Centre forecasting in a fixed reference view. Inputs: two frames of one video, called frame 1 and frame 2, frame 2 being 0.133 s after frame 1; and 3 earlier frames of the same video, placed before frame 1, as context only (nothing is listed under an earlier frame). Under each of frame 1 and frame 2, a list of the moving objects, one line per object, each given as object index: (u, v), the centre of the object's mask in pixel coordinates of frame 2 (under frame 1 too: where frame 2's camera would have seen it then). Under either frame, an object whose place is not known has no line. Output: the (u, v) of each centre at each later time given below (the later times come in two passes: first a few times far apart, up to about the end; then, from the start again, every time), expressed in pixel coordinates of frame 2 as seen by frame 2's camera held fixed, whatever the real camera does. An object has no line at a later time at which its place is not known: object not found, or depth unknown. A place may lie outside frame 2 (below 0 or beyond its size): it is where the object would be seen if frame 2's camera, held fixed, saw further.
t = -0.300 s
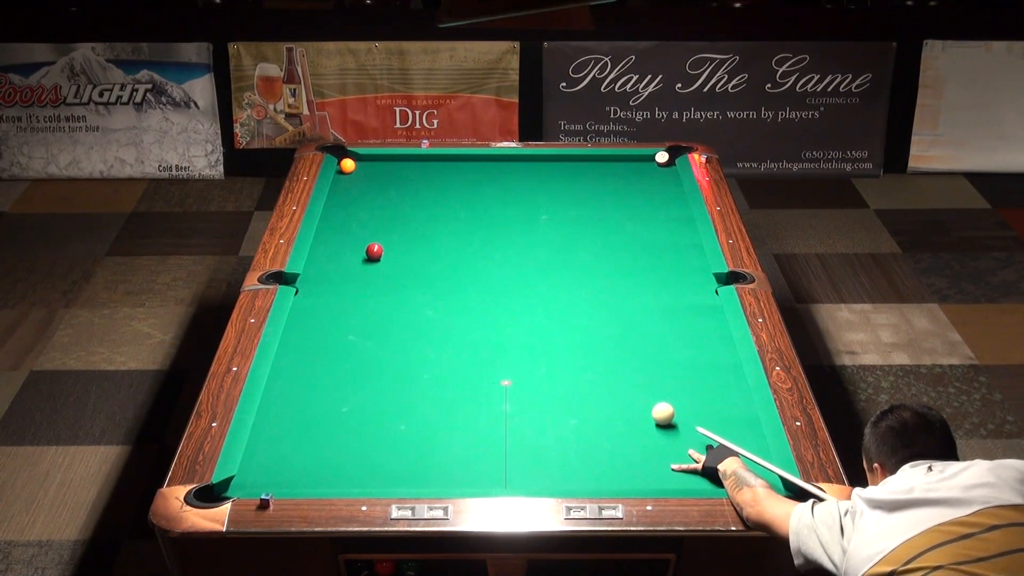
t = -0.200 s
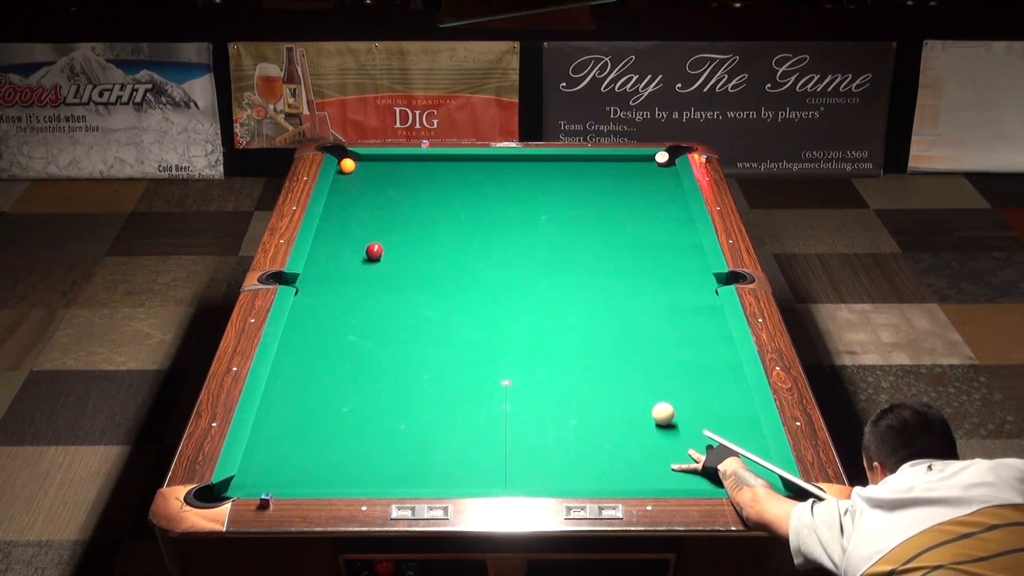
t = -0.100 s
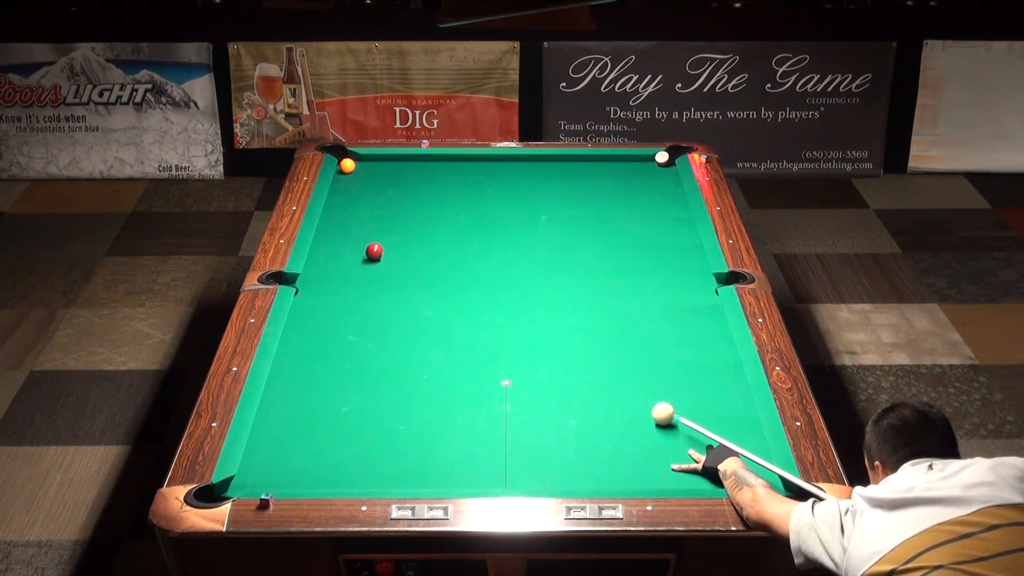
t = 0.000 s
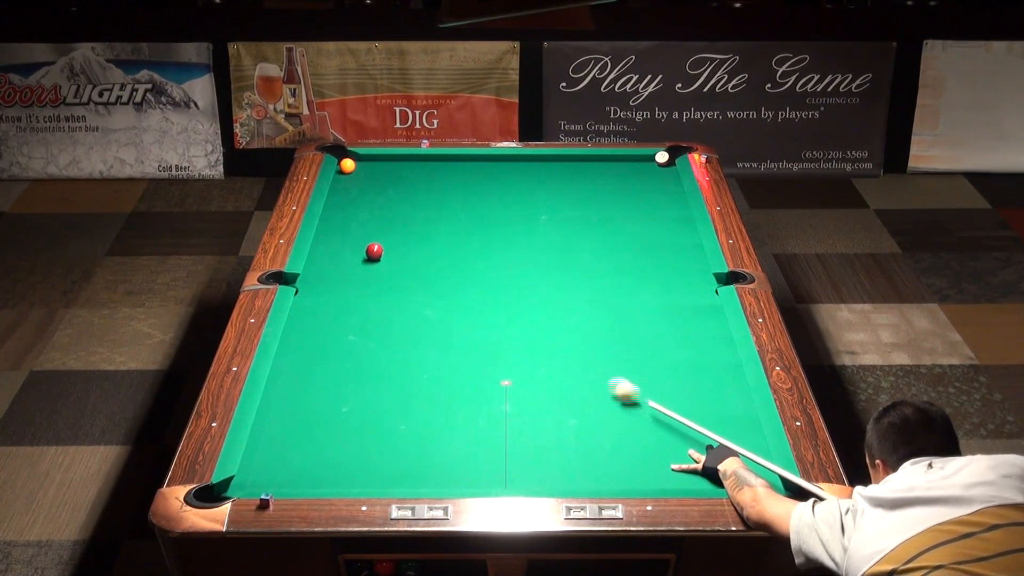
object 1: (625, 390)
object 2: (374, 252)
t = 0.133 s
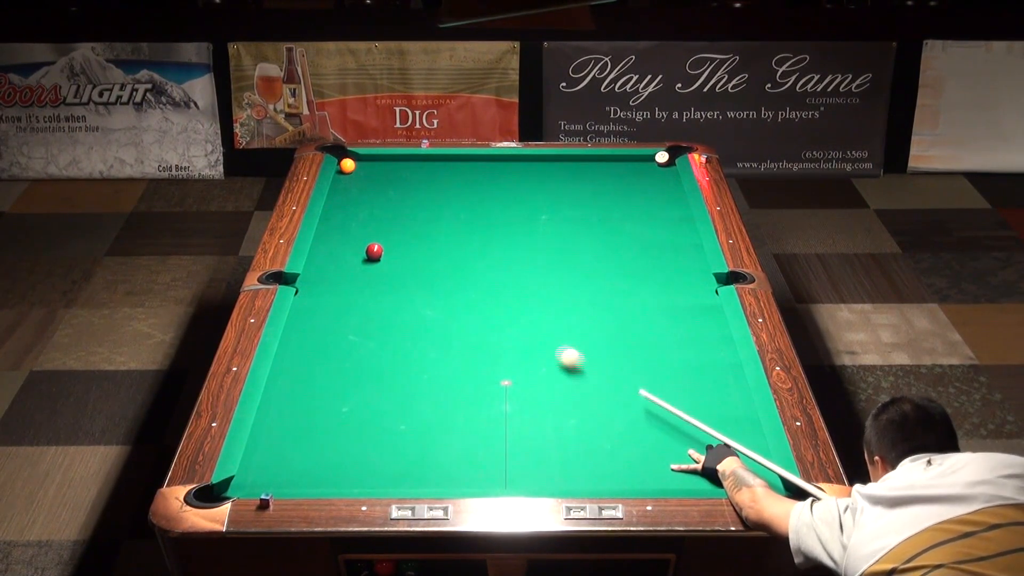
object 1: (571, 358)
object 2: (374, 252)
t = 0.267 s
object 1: (522, 329)
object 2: (374, 252)
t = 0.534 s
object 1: (435, 278)
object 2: (374, 252)
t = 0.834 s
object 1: (397, 234)
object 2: (331, 248)
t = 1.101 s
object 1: (397, 202)
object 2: (346, 243)
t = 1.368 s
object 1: (397, 174)
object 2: (379, 239)
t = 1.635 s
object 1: (396, 163)
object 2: (409, 235)
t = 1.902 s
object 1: (396, 175)
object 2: (438, 231)
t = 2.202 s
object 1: (396, 190)
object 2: (467, 227)
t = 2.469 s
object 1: (396, 203)
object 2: (492, 225)
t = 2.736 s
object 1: (397, 217)
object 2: (514, 222)
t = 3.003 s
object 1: (397, 230)
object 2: (535, 220)
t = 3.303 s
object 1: (397, 245)
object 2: (556, 217)
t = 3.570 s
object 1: (397, 258)
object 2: (573, 215)
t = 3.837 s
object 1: (397, 272)
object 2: (589, 213)
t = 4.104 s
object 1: (396, 285)
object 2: (603, 212)
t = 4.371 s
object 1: (395, 298)
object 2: (616, 211)
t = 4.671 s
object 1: (394, 313)
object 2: (628, 210)
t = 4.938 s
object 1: (393, 326)
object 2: (638, 209)
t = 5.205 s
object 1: (392, 339)
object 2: (646, 209)
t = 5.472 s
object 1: (390, 350)
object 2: (653, 209)
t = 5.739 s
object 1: (388, 362)
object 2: (658, 208)
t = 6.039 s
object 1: (386, 375)
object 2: (662, 208)
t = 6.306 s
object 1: (383, 386)
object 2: (664, 208)
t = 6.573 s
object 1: (381, 396)
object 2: (665, 208)
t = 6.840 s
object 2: (665, 208)
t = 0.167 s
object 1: (559, 351)
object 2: (374, 252)
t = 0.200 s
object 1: (546, 343)
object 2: (374, 252)
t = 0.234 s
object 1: (534, 336)
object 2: (374, 252)
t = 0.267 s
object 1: (522, 329)
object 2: (374, 252)
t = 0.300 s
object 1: (510, 323)
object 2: (374, 252)
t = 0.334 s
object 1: (499, 316)
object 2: (374, 252)
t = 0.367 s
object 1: (488, 310)
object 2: (374, 252)
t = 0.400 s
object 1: (477, 303)
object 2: (374, 252)
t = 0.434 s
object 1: (466, 296)
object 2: (374, 252)
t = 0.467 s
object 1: (455, 290)
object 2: (374, 252)
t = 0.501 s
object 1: (445, 284)
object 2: (374, 252)
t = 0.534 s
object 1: (435, 278)
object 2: (374, 252)
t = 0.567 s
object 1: (425, 272)
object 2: (374, 252)
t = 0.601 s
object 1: (415, 267)
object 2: (374, 252)
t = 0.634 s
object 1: (406, 261)
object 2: (374, 252)
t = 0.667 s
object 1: (397, 256)
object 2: (374, 252)
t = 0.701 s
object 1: (393, 251)
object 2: (369, 251)
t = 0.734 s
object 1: (395, 246)
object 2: (359, 250)
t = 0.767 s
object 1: (396, 242)
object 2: (349, 249)
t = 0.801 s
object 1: (397, 238)
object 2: (340, 248)
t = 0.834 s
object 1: (397, 234)
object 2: (331, 248)
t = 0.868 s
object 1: (397, 229)
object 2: (324, 247)
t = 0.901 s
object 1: (397, 225)
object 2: (320, 247)
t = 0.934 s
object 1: (397, 221)
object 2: (324, 246)
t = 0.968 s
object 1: (397, 217)
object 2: (329, 246)
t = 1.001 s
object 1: (397, 213)
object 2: (333, 245)
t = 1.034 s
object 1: (397, 209)
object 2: (337, 244)
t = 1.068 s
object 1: (397, 206)
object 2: (342, 244)
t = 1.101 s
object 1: (397, 202)
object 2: (346, 243)
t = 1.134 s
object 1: (397, 198)
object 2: (350, 243)
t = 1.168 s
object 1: (397, 195)
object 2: (354, 242)
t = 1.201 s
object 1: (397, 191)
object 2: (359, 241)
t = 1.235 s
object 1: (397, 188)
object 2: (363, 241)
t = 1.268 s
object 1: (397, 184)
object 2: (366, 241)
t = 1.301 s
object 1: (397, 181)
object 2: (370, 240)
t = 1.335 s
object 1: (397, 177)
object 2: (375, 239)
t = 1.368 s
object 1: (397, 174)
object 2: (379, 239)
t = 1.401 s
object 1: (397, 171)
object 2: (382, 238)
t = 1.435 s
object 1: (397, 168)
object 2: (386, 238)
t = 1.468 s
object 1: (397, 165)
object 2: (390, 237)
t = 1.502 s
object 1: (396, 162)
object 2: (394, 237)
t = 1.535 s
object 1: (397, 158)
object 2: (398, 236)
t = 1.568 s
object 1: (396, 159)
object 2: (402, 236)
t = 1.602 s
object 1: (396, 161)
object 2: (405, 235)
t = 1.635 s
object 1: (396, 163)
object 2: (409, 235)
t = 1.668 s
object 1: (396, 164)
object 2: (413, 234)
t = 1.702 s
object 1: (396, 166)
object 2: (416, 234)
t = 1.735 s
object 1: (396, 167)
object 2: (420, 234)
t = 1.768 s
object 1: (396, 169)
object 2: (424, 233)
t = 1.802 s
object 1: (396, 171)
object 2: (427, 232)
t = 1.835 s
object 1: (396, 172)
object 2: (431, 232)
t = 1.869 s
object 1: (396, 174)
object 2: (434, 232)
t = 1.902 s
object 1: (396, 175)
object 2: (438, 231)
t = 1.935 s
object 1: (396, 177)
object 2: (441, 231)
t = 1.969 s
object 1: (396, 179)
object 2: (444, 231)
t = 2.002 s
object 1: (396, 180)
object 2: (448, 230)
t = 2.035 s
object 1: (396, 182)
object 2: (451, 230)
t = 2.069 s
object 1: (396, 184)
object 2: (454, 229)
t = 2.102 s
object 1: (396, 185)
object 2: (458, 229)
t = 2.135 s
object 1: (396, 187)
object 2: (461, 228)
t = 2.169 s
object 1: (396, 189)
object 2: (464, 228)
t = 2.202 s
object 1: (396, 190)
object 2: (467, 227)
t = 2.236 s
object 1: (396, 192)
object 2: (470, 227)
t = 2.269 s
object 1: (396, 193)
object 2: (474, 227)
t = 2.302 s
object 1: (396, 195)
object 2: (477, 226)
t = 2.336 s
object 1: (396, 197)
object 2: (480, 226)
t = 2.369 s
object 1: (396, 198)
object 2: (483, 226)
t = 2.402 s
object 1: (396, 200)
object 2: (486, 225)
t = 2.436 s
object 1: (396, 202)
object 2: (489, 225)
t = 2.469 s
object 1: (396, 203)
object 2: (492, 225)
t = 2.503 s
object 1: (396, 205)
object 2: (494, 224)
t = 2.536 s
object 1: (396, 207)
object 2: (497, 224)
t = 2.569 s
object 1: (396, 208)
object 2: (500, 224)
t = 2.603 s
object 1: (397, 210)
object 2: (503, 223)
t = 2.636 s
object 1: (397, 212)
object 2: (506, 223)
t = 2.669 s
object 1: (397, 213)
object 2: (509, 223)
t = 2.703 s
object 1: (397, 215)
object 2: (511, 222)
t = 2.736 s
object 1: (397, 217)
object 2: (514, 222)
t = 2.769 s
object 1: (397, 218)
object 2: (517, 222)
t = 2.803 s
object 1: (397, 220)
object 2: (519, 221)
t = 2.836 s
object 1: (397, 222)
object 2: (522, 221)
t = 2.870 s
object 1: (397, 223)
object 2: (524, 221)
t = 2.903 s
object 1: (397, 225)
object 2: (527, 221)
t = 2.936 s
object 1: (397, 227)
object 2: (530, 221)
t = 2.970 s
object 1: (397, 228)
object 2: (532, 220)
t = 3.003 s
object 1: (397, 230)
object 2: (535, 220)
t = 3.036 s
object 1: (397, 232)
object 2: (537, 219)
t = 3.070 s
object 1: (397, 233)
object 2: (540, 219)
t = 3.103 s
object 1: (397, 235)
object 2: (542, 219)
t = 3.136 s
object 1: (397, 237)
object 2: (544, 218)
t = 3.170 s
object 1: (397, 238)
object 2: (547, 218)
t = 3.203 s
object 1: (397, 240)
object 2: (549, 218)
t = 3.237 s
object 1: (397, 242)
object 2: (552, 217)
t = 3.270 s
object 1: (397, 244)
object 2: (554, 217)
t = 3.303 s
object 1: (397, 245)
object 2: (556, 217)
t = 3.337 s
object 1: (397, 247)
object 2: (558, 217)
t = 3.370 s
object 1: (397, 248)
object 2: (561, 217)
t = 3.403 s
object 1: (397, 250)
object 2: (563, 216)
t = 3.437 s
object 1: (397, 252)
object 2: (565, 216)
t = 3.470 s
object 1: (397, 254)
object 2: (567, 216)
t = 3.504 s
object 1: (397, 255)
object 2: (569, 216)
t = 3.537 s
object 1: (397, 257)
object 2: (571, 215)
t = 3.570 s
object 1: (397, 258)
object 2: (573, 215)
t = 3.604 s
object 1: (397, 260)
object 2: (575, 215)
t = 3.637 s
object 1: (397, 262)
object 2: (577, 215)
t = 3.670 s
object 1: (397, 264)
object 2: (579, 215)
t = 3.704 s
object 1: (397, 265)
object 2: (581, 214)
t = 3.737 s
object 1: (397, 267)
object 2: (583, 214)
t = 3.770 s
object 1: (397, 269)
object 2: (585, 214)
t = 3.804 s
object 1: (397, 270)
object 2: (587, 214)
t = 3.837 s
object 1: (397, 272)
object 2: (589, 213)
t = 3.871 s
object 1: (396, 274)
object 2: (591, 213)
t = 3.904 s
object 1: (396, 275)
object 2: (593, 213)
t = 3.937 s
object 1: (396, 277)
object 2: (594, 213)
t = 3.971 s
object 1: (396, 279)
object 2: (596, 213)
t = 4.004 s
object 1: (396, 280)
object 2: (598, 213)
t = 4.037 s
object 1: (396, 282)
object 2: (600, 212)
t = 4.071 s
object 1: (396, 283)
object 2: (601, 212)
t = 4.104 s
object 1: (396, 285)
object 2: (603, 212)
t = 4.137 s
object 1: (396, 287)
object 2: (605, 212)
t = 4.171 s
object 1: (396, 289)
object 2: (606, 212)
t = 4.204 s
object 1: (396, 290)
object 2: (608, 212)
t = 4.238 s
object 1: (396, 292)
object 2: (610, 212)
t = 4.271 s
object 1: (396, 294)
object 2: (611, 211)
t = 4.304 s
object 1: (395, 295)
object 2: (613, 211)
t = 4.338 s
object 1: (395, 297)
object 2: (614, 211)
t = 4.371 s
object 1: (395, 298)
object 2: (616, 211)
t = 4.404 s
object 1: (395, 300)
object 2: (617, 211)
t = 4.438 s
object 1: (395, 302)
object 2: (619, 211)
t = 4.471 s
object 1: (395, 303)
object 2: (620, 211)
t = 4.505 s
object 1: (395, 305)
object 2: (622, 211)
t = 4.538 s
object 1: (394, 307)
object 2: (623, 210)
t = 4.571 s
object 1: (394, 308)
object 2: (625, 210)
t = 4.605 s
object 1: (394, 310)
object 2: (626, 210)
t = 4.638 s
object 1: (394, 312)
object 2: (627, 210)
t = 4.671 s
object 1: (394, 313)
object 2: (628, 210)
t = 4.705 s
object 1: (394, 315)
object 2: (630, 210)
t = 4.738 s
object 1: (394, 316)
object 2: (631, 210)
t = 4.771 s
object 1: (394, 318)
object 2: (632, 210)
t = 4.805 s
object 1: (393, 320)
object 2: (633, 210)
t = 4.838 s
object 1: (393, 321)
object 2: (635, 209)
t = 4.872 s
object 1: (393, 323)
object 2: (636, 209)
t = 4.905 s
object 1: (393, 325)
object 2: (637, 209)
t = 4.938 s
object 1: (393, 326)
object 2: (638, 209)
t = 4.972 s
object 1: (393, 328)
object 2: (639, 209)
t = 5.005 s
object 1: (393, 329)
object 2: (640, 209)
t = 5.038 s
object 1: (393, 331)
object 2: (641, 209)
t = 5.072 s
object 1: (392, 332)
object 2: (642, 209)
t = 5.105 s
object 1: (392, 334)
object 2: (643, 209)
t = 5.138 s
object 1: (392, 335)
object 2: (644, 209)
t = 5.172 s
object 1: (392, 337)
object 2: (645, 209)
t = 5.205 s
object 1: (392, 339)
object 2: (646, 209)
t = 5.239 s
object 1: (392, 340)
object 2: (647, 209)
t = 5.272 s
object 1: (392, 342)
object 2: (648, 209)
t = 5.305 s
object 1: (391, 343)
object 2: (649, 208)
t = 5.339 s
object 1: (391, 344)
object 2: (650, 208)
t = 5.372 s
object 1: (391, 346)
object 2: (650, 208)
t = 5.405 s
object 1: (391, 347)
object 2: (651, 209)
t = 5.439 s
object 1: (391, 349)
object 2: (652, 208)
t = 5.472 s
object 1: (390, 350)
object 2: (653, 209)
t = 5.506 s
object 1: (390, 352)
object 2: (654, 208)
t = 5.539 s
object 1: (390, 354)
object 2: (654, 208)
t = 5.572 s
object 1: (389, 355)
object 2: (655, 208)
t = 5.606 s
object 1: (389, 356)
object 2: (656, 208)
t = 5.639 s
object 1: (389, 358)
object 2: (656, 208)
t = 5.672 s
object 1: (389, 359)
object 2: (657, 208)
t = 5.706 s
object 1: (389, 361)
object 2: (657, 208)
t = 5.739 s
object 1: (388, 362)
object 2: (658, 208)
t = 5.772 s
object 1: (388, 363)
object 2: (658, 208)
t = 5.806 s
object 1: (388, 365)
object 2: (659, 208)
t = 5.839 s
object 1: (388, 366)
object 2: (660, 208)
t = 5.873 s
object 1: (387, 368)
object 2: (660, 208)
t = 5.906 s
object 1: (387, 369)
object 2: (661, 208)
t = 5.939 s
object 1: (387, 371)
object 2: (661, 208)
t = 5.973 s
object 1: (386, 372)
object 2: (661, 208)
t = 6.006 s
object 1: (386, 373)
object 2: (662, 208)
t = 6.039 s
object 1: (386, 375)
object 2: (662, 208)
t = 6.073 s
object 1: (386, 376)
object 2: (662, 208)
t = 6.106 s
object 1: (385, 378)
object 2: (663, 208)
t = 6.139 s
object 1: (385, 379)
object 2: (663, 208)
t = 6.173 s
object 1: (385, 380)
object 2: (663, 208)
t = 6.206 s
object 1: (384, 382)
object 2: (664, 208)
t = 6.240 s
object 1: (384, 383)
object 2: (664, 208)
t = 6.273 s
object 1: (384, 384)
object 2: (664, 208)
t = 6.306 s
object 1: (383, 386)
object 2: (664, 208)
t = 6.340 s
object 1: (383, 387)
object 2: (664, 208)
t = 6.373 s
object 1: (383, 388)
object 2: (664, 208)
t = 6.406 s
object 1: (382, 390)
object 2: (665, 208)
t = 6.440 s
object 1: (382, 391)
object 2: (665, 208)
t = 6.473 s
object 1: (382, 392)
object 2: (665, 208)
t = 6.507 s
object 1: (382, 394)
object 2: (665, 208)
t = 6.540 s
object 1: (381, 395)
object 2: (665, 208)
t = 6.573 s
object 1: (381, 396)
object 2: (665, 208)
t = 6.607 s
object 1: (381, 397)
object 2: (665, 208)
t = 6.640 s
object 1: (380, 398)
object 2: (665, 208)
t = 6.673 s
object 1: (380, 400)
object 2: (665, 208)
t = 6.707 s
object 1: (380, 401)
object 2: (665, 208)
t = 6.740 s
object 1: (380, 402)
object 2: (665, 208)
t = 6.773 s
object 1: (379, 403)
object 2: (665, 208)
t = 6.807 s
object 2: (665, 208)
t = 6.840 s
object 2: (665, 208)
